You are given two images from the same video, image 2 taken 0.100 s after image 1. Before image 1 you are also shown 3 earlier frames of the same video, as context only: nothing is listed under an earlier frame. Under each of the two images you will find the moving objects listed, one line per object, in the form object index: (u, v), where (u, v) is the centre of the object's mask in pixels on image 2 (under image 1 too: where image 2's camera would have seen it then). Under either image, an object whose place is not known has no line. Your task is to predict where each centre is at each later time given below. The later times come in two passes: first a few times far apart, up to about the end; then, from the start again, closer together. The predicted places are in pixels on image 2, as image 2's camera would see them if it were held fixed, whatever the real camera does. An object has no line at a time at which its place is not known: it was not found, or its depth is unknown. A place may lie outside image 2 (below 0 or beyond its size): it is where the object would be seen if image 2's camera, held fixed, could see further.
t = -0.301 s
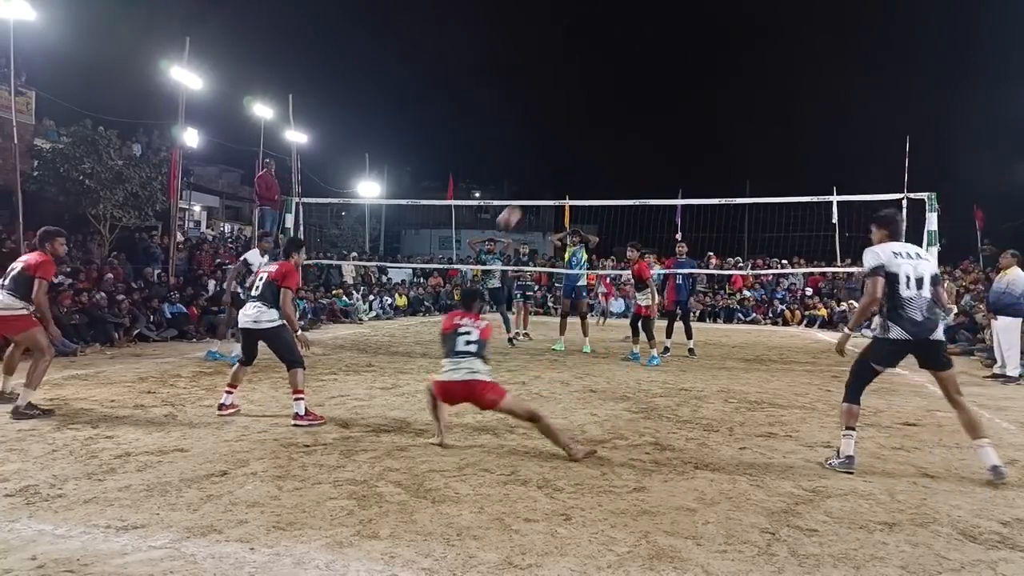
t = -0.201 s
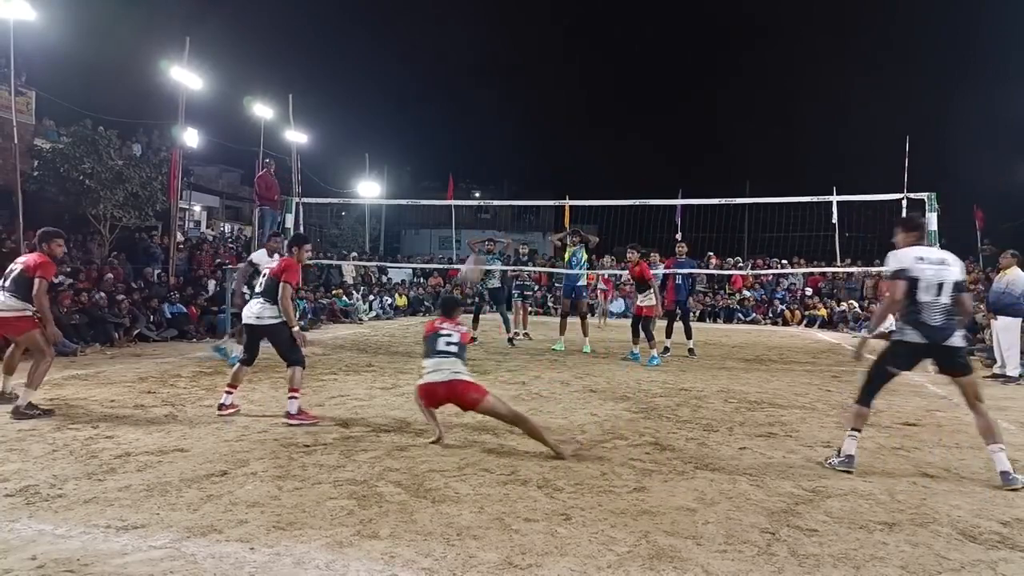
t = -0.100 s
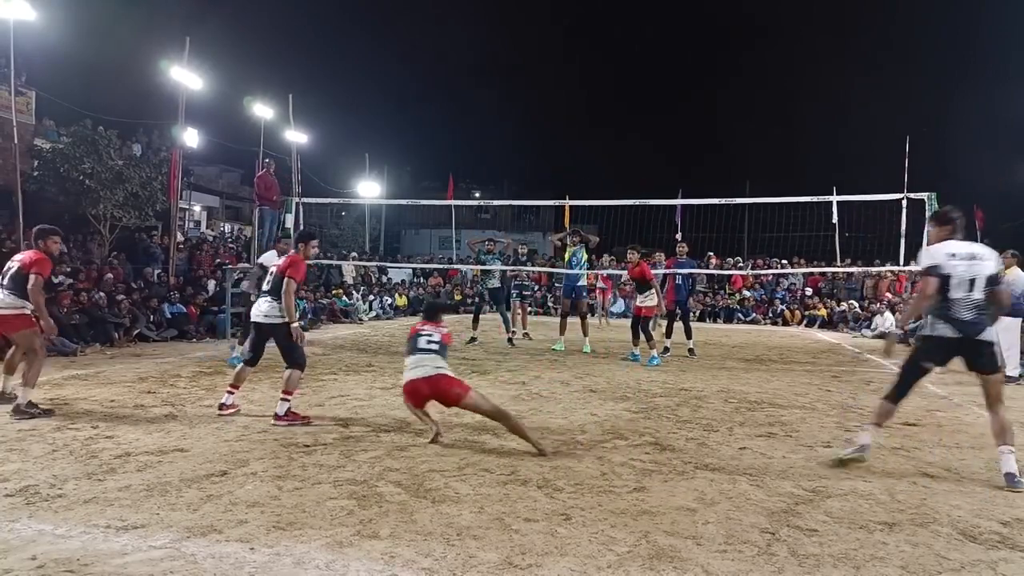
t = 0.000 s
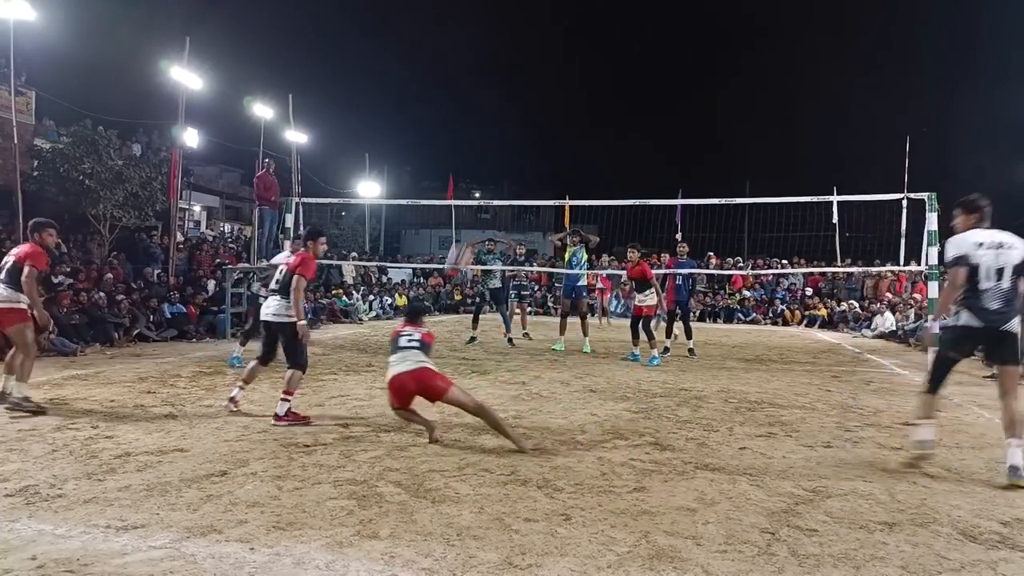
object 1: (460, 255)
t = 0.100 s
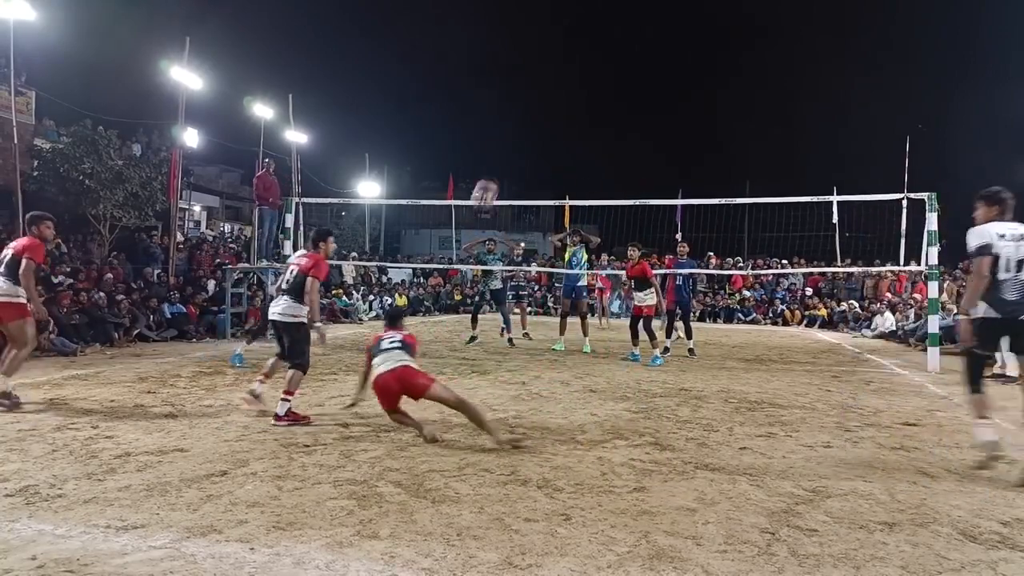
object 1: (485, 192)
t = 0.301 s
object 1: (528, 108)
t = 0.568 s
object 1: (575, 65)
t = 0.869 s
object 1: (617, 91)
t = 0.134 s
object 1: (492, 176)
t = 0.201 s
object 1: (507, 144)
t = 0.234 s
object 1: (515, 131)
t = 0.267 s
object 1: (522, 118)
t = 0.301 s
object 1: (528, 108)
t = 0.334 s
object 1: (535, 98)
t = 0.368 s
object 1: (541, 90)
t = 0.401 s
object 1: (547, 83)
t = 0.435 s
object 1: (553, 77)
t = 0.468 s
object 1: (559, 72)
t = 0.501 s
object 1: (565, 69)
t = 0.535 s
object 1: (570, 66)
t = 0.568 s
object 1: (575, 65)
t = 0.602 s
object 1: (581, 64)
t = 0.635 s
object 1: (585, 65)
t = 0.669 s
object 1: (591, 66)
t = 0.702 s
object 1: (596, 68)
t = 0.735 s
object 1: (600, 71)
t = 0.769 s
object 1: (604, 75)
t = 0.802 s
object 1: (609, 79)
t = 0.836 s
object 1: (613, 85)
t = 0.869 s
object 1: (617, 91)
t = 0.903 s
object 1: (622, 98)
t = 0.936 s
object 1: (626, 105)
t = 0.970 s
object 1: (630, 113)
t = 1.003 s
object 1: (633, 122)
